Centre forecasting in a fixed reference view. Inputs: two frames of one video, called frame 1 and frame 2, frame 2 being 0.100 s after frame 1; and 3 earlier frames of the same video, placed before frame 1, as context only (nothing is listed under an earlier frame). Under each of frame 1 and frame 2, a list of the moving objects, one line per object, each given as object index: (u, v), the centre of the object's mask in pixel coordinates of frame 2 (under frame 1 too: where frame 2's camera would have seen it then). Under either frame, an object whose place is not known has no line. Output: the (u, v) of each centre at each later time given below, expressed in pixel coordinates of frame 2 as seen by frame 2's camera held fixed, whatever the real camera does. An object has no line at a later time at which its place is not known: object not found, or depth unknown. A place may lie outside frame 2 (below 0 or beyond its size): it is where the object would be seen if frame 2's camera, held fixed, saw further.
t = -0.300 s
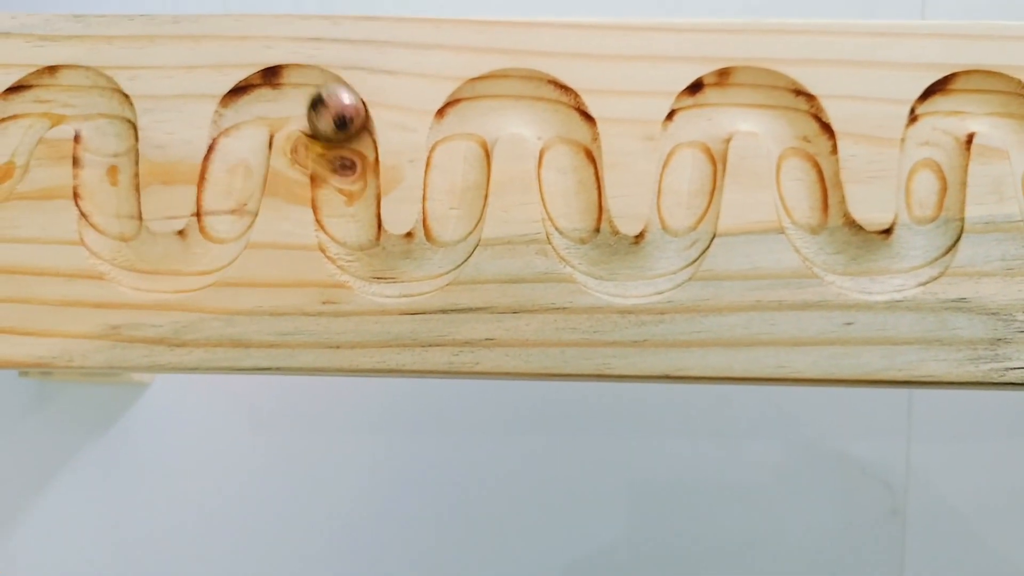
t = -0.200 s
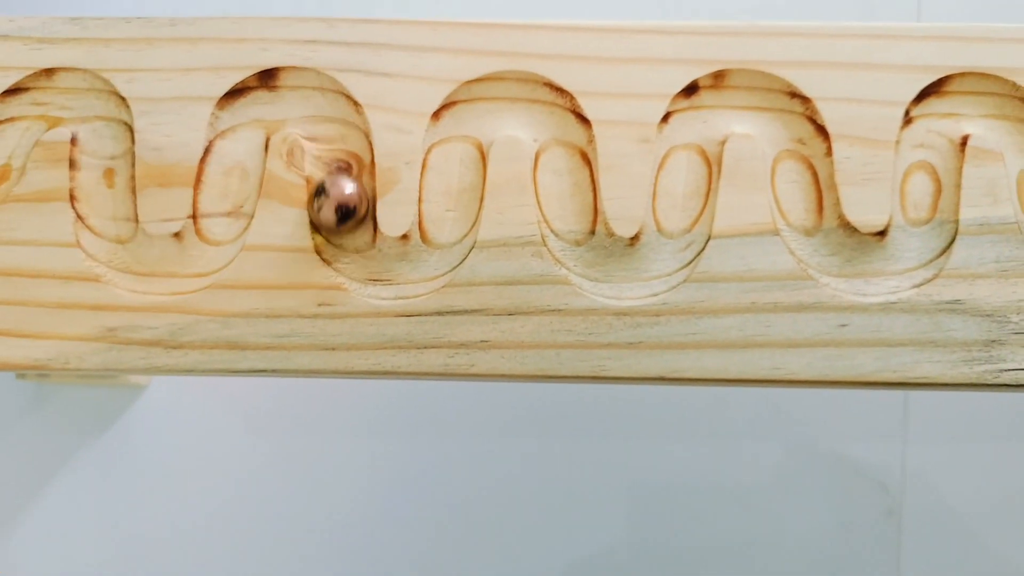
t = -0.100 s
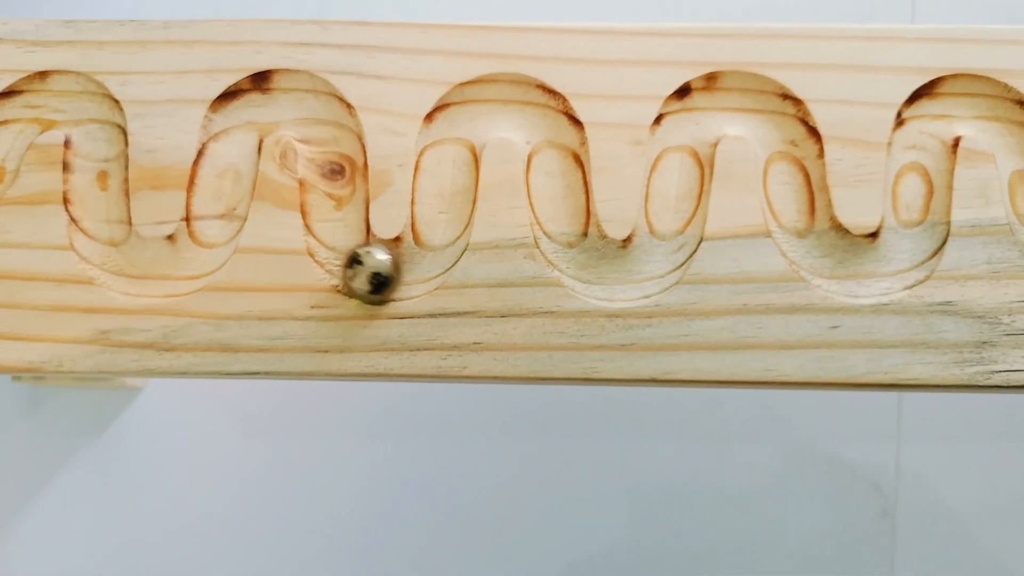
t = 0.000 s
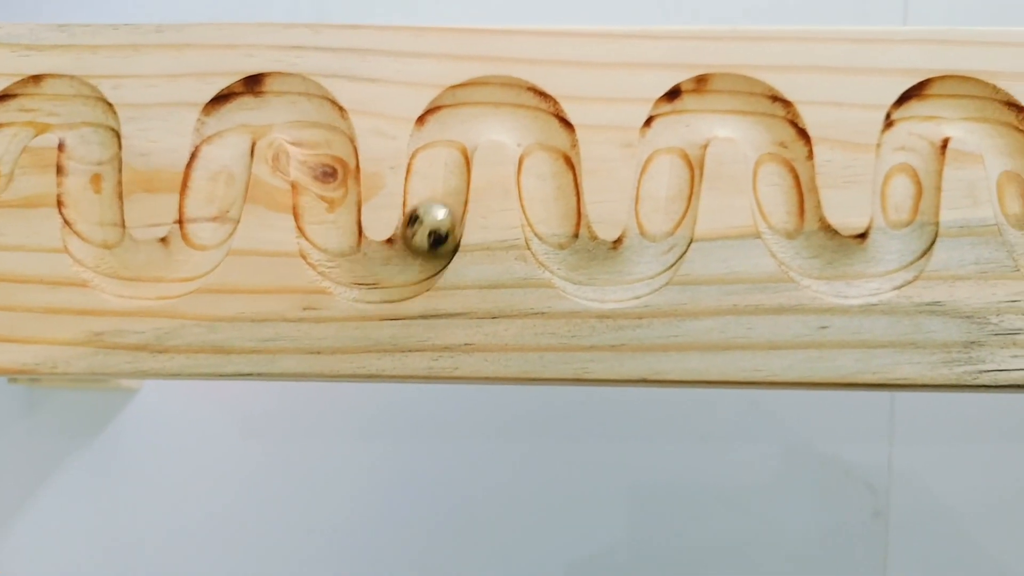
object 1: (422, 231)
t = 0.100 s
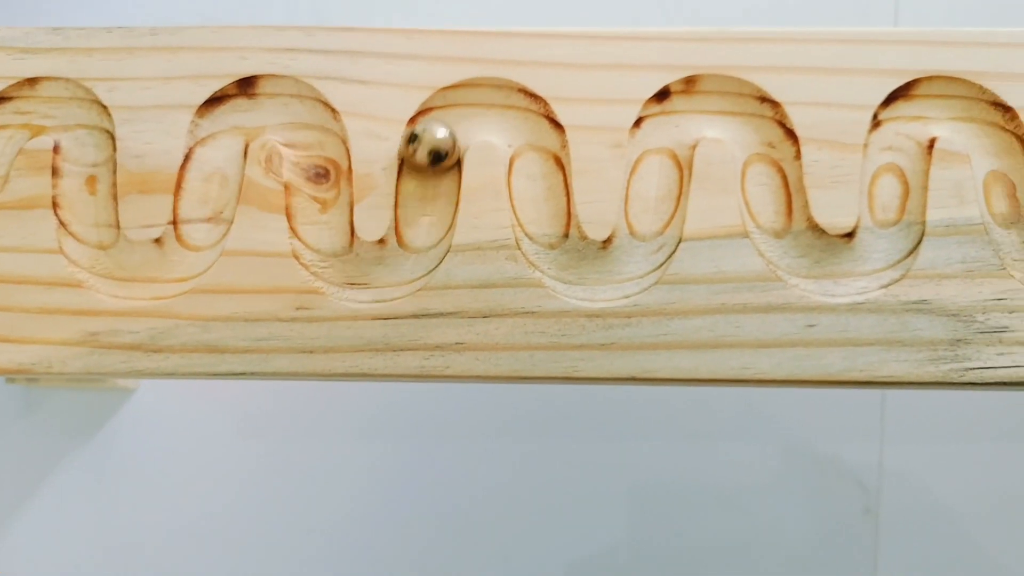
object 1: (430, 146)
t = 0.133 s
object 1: (441, 121)
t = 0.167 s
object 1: (458, 103)
